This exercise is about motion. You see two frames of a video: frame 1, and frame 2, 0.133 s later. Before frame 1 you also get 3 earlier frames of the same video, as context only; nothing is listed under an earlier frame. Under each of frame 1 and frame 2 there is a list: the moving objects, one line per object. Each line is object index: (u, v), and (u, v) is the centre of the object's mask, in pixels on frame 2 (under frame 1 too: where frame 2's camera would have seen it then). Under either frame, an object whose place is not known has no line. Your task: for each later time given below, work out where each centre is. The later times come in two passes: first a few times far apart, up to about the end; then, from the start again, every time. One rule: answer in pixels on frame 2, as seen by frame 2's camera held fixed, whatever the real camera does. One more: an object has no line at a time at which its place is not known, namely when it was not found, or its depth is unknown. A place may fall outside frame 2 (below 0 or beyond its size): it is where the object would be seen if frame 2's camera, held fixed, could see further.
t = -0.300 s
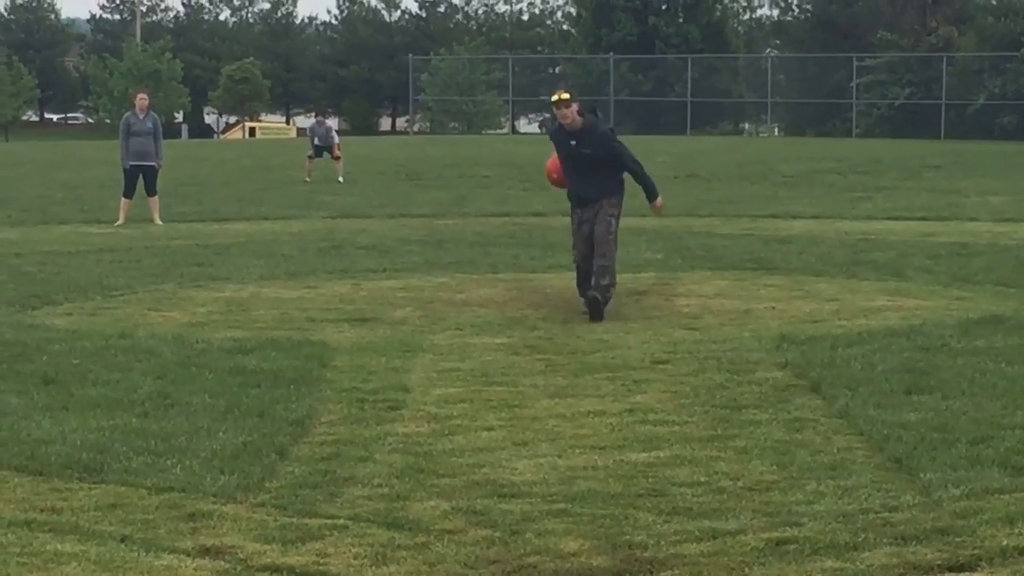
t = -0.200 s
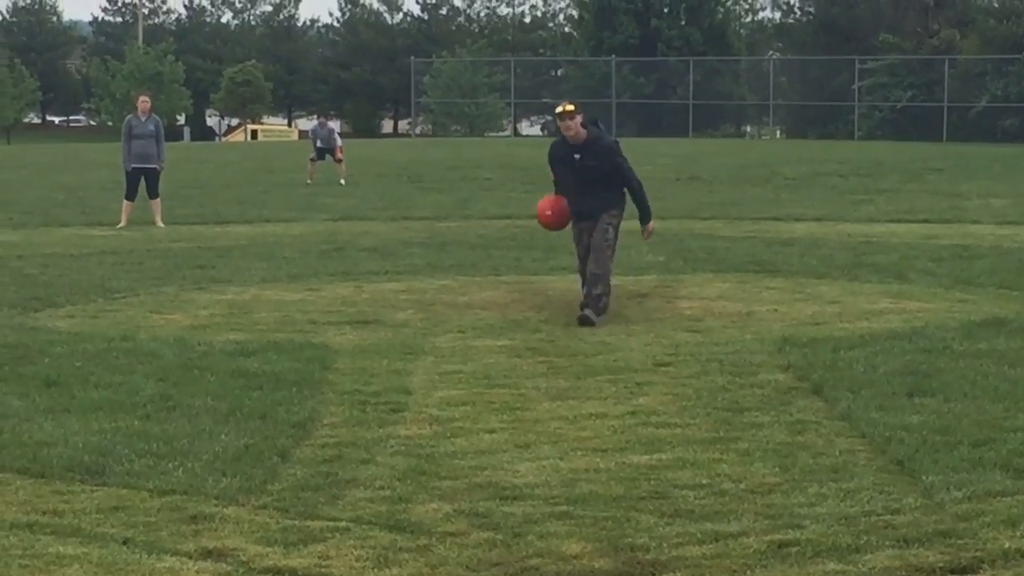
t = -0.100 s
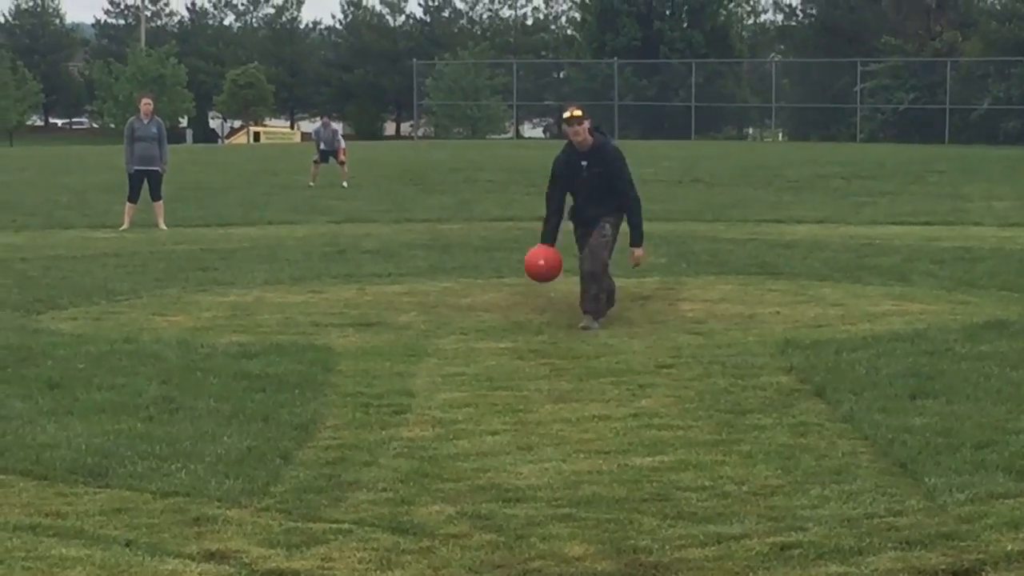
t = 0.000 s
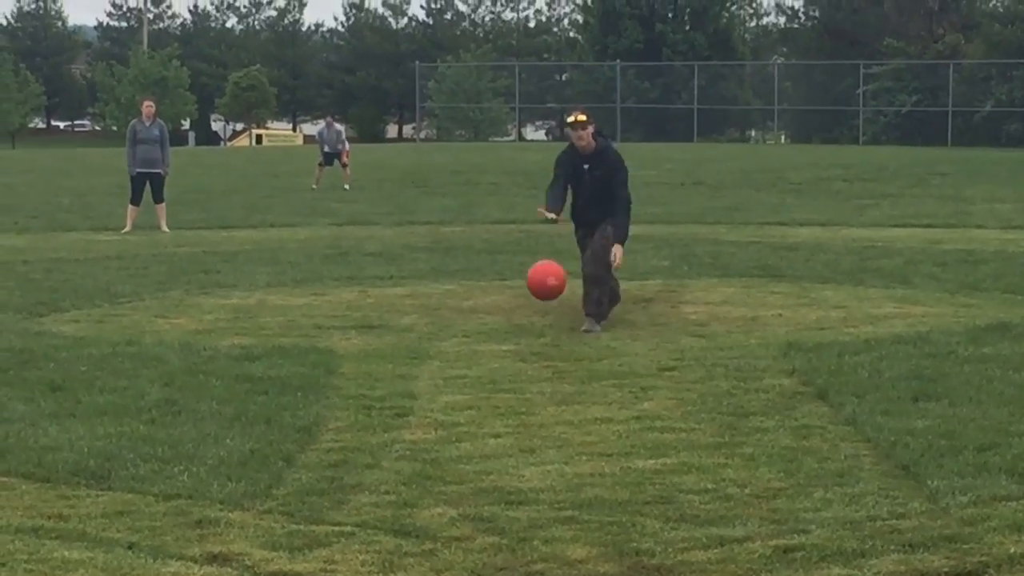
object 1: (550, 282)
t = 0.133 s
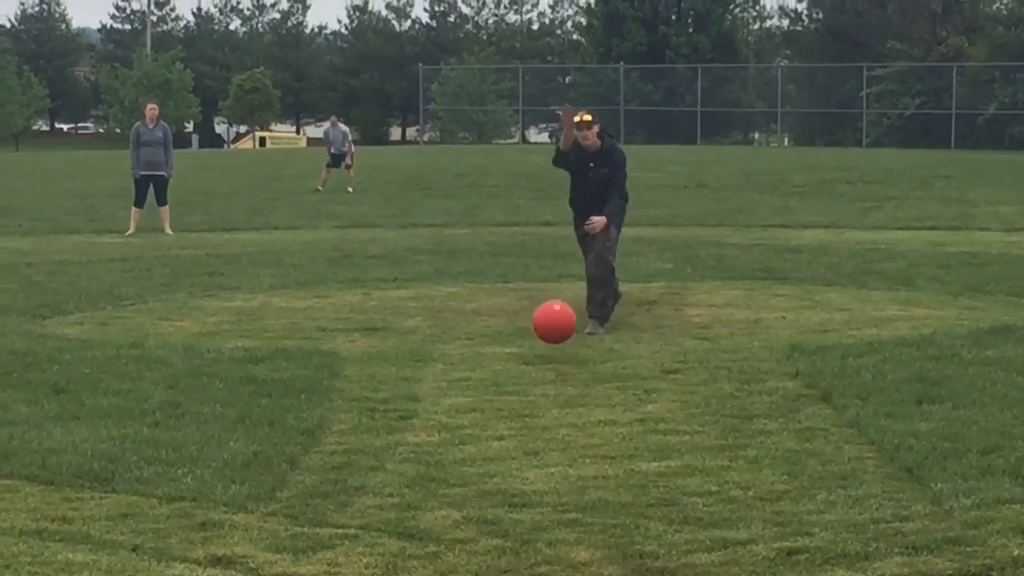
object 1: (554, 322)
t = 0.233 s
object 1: (557, 354)
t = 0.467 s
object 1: (562, 321)
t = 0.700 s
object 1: (564, 405)
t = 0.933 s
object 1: (578, 406)
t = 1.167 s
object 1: (592, 482)
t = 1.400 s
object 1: (613, 530)
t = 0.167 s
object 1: (555, 337)
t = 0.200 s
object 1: (556, 353)
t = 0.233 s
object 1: (557, 354)
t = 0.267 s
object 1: (558, 345)
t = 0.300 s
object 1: (559, 336)
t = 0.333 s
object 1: (560, 328)
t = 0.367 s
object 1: (560, 323)
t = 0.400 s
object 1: (561, 321)
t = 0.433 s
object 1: (561, 320)
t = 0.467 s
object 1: (562, 321)
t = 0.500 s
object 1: (562, 326)
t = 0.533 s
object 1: (563, 333)
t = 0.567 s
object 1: (563, 341)
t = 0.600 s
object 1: (563, 352)
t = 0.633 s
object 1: (564, 368)
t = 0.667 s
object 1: (564, 385)
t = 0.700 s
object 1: (564, 405)
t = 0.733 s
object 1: (564, 416)
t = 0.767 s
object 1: (566, 412)
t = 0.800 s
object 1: (569, 406)
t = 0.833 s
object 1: (571, 401)
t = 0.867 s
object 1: (573, 400)
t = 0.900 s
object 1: (575, 402)
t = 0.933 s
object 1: (578, 406)
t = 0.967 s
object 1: (580, 412)
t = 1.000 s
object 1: (582, 422)
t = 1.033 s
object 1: (584, 436)
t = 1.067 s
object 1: (586, 453)
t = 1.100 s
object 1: (588, 471)
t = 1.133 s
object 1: (590, 478)
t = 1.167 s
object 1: (592, 482)
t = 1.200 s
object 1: (594, 485)
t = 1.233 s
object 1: (596, 491)
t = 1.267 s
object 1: (598, 499)
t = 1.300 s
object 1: (601, 511)
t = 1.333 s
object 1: (604, 519)
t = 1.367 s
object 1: (608, 524)
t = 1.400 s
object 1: (613, 530)
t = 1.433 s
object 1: (617, 542)
